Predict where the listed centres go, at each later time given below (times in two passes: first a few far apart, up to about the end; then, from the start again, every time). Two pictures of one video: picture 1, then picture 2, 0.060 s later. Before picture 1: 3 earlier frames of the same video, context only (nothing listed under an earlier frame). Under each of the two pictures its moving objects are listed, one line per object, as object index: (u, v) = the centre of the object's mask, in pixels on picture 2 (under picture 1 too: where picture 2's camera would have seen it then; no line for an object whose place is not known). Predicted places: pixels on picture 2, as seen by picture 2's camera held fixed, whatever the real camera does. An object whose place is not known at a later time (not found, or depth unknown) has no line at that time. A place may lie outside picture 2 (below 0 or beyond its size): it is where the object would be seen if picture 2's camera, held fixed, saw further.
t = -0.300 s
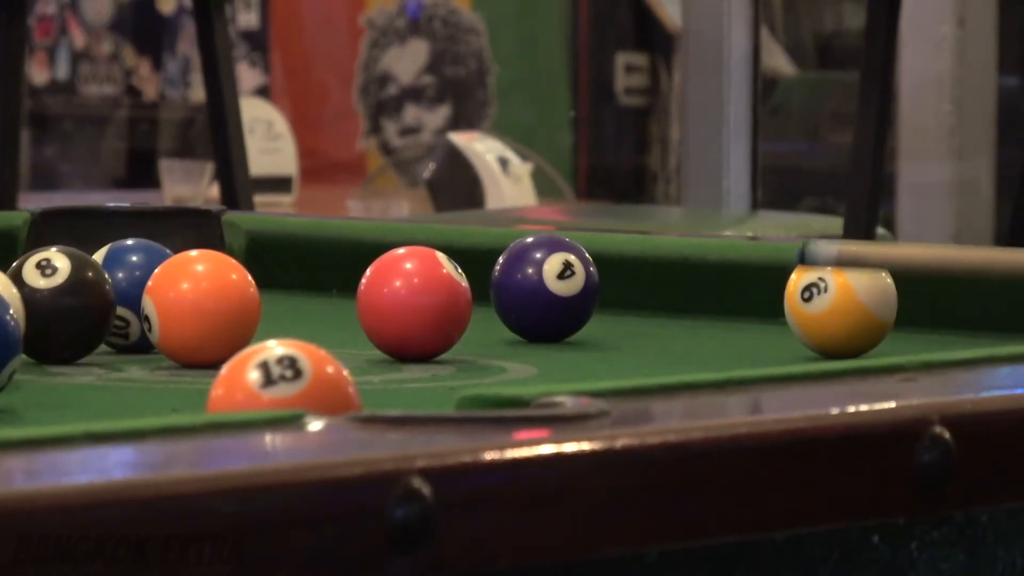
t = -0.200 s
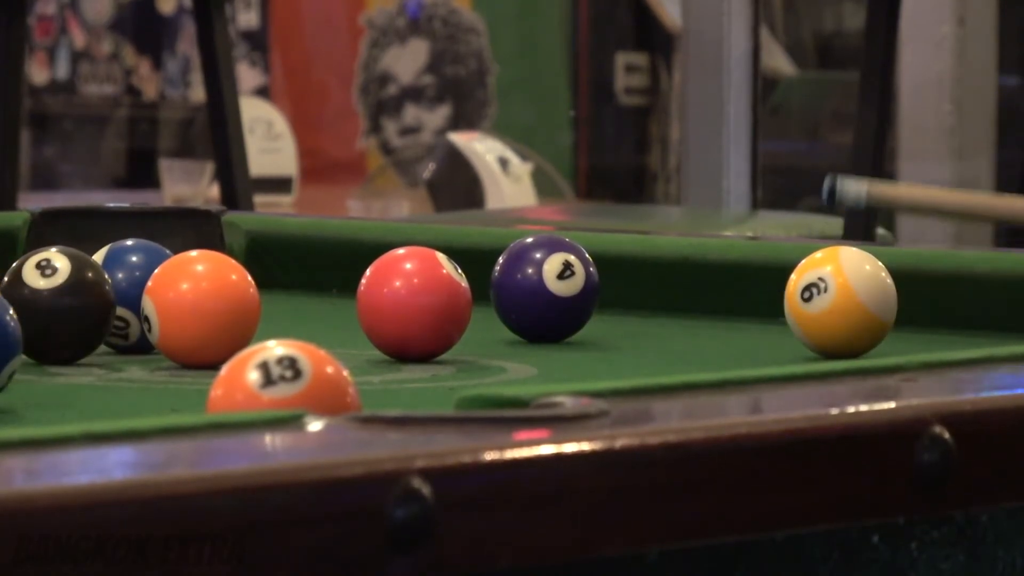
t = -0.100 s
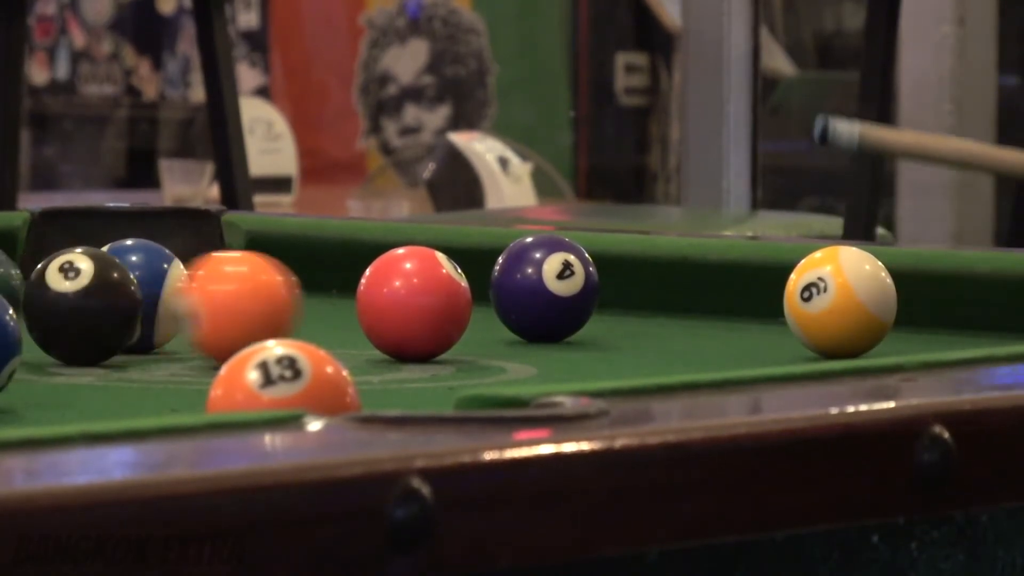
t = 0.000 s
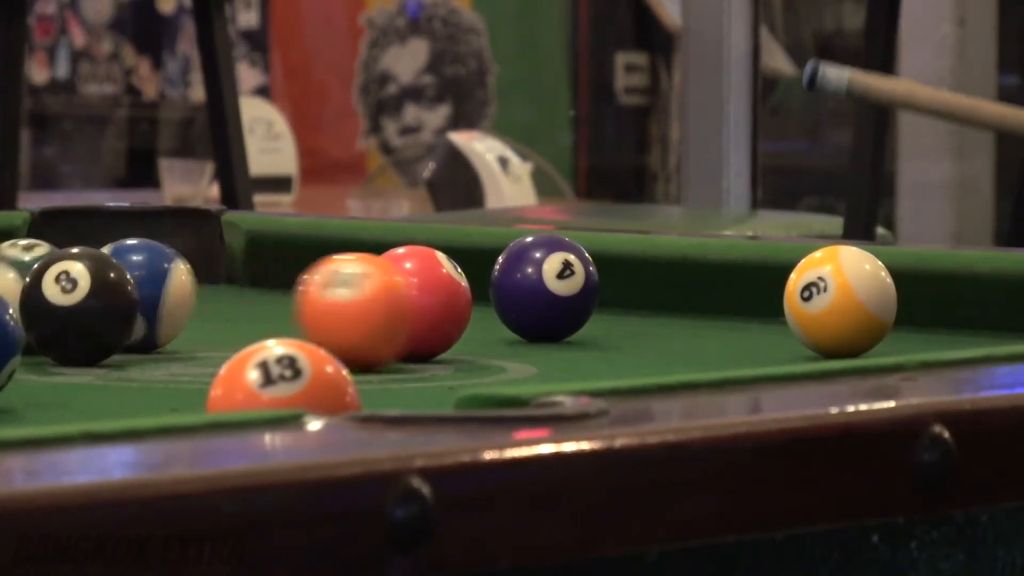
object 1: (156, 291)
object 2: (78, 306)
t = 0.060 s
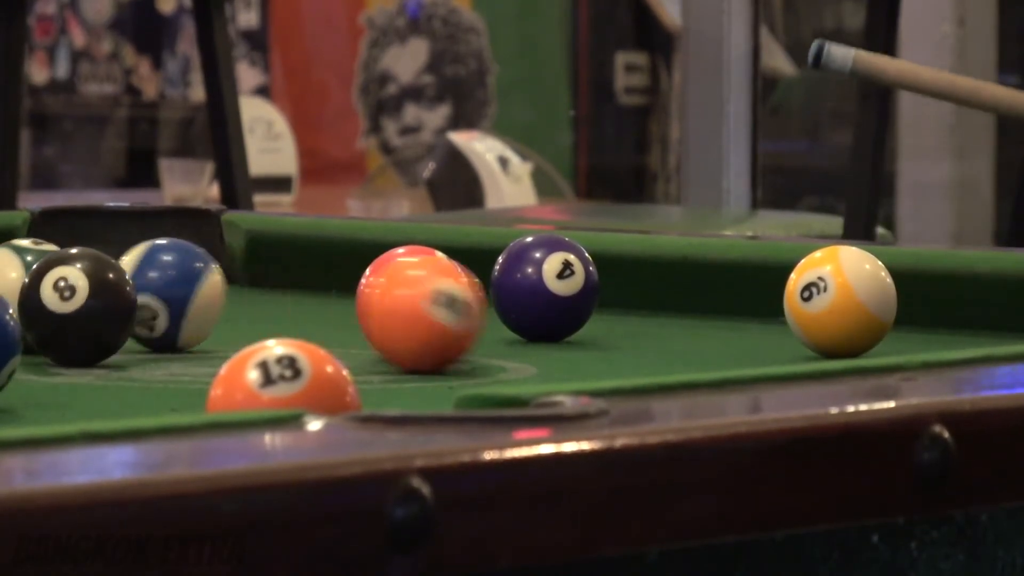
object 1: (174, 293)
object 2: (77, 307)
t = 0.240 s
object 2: (73, 308)
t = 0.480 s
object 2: (66, 308)
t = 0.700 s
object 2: (62, 308)
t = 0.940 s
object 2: (63, 308)
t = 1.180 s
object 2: (63, 308)
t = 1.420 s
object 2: (63, 307)
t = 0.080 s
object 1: (180, 294)
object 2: (77, 307)
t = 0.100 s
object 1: (186, 294)
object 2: (76, 307)
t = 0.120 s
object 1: (192, 294)
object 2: (76, 308)
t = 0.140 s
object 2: (76, 308)
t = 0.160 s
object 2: (75, 307)
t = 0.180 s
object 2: (75, 307)
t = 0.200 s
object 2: (74, 307)
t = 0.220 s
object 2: (74, 308)
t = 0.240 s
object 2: (73, 308)
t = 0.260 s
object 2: (72, 308)
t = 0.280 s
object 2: (72, 308)
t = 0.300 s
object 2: (71, 308)
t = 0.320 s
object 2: (71, 308)
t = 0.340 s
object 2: (70, 308)
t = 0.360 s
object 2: (69, 308)
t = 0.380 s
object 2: (69, 308)
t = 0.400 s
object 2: (68, 308)
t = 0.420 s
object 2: (68, 308)
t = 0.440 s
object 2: (67, 308)
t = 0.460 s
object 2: (67, 308)
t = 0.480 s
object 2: (66, 308)
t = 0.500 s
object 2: (65, 308)
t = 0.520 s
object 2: (65, 308)
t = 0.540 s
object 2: (64, 308)
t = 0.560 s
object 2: (64, 308)
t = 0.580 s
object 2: (63, 308)
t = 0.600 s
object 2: (63, 307)
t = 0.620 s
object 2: (62, 308)
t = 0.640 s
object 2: (62, 308)
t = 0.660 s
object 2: (62, 308)
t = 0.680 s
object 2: (62, 308)
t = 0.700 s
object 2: (62, 308)
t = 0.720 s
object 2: (62, 308)
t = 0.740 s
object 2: (62, 308)
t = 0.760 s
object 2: (62, 308)
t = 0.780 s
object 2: (62, 308)
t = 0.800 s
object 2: (62, 308)
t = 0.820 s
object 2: (63, 308)
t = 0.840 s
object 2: (63, 308)
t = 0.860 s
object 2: (63, 307)
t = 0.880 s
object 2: (63, 308)
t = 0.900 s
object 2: (63, 308)
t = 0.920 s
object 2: (63, 308)
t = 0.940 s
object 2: (63, 308)
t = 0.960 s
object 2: (63, 307)
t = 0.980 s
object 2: (63, 307)
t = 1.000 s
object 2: (63, 307)
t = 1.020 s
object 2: (63, 307)
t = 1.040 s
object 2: (63, 307)
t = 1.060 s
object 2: (63, 308)
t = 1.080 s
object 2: (63, 308)
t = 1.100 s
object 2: (63, 308)
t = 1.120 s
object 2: (63, 308)
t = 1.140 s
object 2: (63, 308)
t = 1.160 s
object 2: (63, 308)
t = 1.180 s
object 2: (63, 308)
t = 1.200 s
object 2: (63, 308)
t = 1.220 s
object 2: (63, 307)
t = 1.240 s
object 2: (63, 307)
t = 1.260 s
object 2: (63, 307)
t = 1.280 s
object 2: (63, 307)
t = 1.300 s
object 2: (63, 308)
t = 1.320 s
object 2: (63, 308)
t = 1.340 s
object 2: (63, 307)
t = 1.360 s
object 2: (63, 308)
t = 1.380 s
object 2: (63, 308)
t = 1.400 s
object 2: (63, 307)
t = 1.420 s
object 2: (63, 307)
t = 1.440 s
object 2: (63, 308)
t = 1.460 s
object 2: (63, 308)
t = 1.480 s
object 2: (63, 308)
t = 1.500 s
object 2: (63, 308)
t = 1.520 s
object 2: (63, 308)
